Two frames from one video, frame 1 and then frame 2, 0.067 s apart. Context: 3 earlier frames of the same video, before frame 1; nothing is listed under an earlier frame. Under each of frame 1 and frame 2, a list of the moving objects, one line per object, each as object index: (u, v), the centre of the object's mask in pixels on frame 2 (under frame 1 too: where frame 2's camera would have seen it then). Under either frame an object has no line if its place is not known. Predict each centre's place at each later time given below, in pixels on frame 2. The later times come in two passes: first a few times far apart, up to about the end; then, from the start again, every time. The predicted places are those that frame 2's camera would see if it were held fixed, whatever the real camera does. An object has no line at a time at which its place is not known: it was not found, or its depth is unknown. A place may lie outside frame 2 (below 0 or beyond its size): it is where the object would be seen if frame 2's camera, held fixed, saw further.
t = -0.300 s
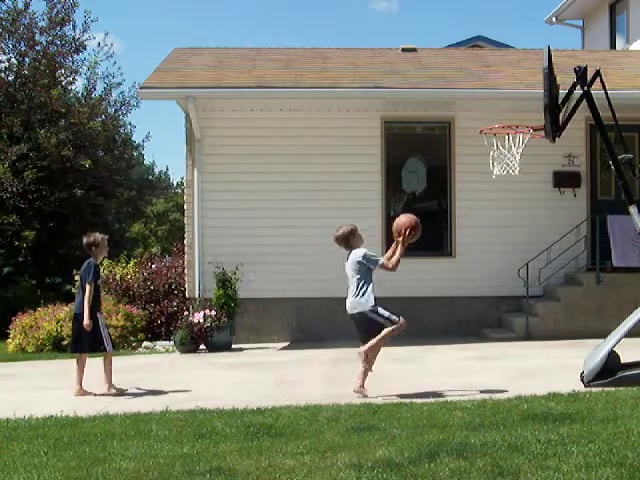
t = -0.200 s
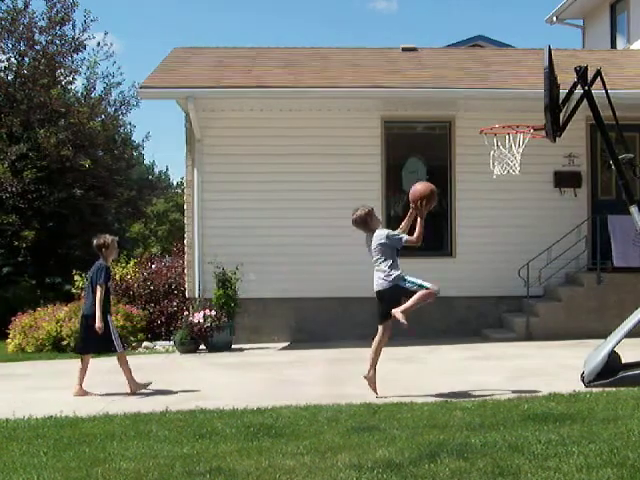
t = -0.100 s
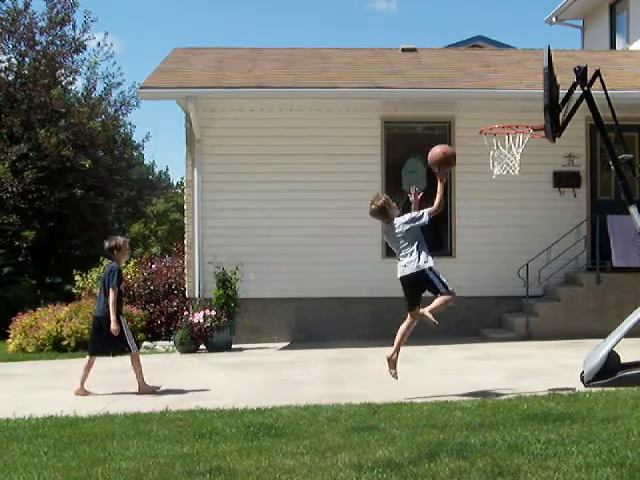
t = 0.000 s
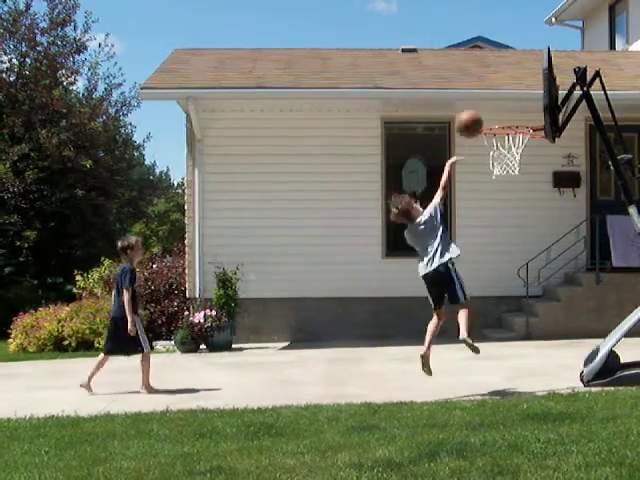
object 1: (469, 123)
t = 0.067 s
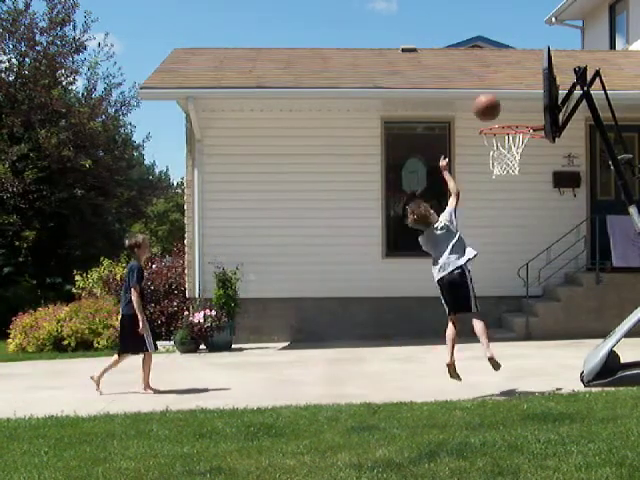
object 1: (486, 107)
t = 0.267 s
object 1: (528, 91)
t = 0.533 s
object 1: (499, 137)
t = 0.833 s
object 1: (526, 212)
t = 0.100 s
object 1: (495, 101)
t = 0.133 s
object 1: (504, 96)
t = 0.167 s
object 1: (513, 93)
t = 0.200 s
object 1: (521, 90)
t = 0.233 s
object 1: (530, 90)
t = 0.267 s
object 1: (528, 91)
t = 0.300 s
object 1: (523, 94)
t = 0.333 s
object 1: (518, 98)
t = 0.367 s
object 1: (513, 104)
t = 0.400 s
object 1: (508, 109)
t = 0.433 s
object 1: (503, 115)
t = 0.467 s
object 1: (498, 125)
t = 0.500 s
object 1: (498, 132)
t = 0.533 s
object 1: (499, 137)
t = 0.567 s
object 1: (503, 142)
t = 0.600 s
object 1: (507, 149)
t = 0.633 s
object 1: (510, 157)
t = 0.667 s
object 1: (513, 167)
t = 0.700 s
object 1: (515, 171)
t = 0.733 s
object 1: (517, 180)
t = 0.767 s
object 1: (520, 189)
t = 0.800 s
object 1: (523, 200)
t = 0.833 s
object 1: (526, 212)
